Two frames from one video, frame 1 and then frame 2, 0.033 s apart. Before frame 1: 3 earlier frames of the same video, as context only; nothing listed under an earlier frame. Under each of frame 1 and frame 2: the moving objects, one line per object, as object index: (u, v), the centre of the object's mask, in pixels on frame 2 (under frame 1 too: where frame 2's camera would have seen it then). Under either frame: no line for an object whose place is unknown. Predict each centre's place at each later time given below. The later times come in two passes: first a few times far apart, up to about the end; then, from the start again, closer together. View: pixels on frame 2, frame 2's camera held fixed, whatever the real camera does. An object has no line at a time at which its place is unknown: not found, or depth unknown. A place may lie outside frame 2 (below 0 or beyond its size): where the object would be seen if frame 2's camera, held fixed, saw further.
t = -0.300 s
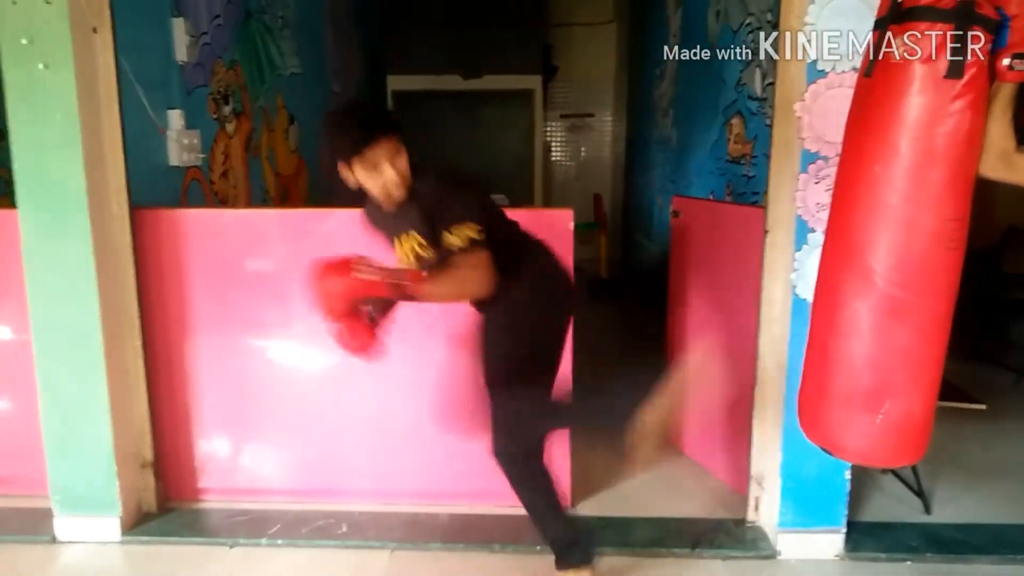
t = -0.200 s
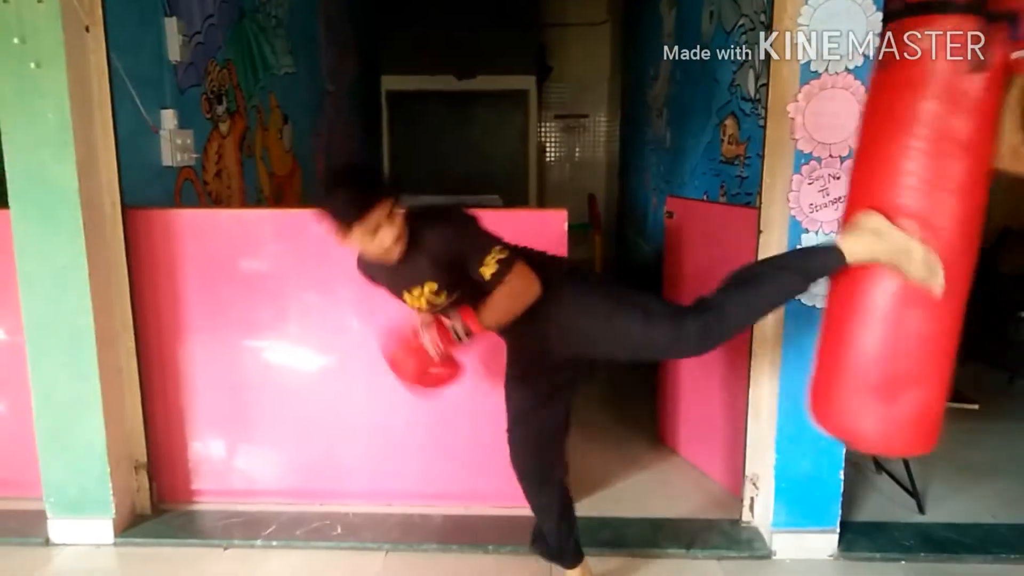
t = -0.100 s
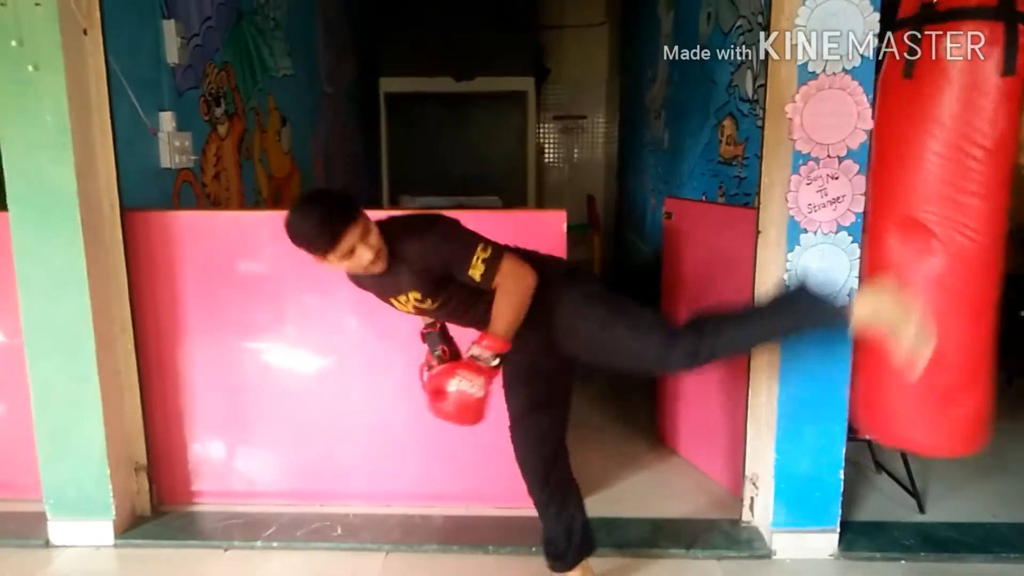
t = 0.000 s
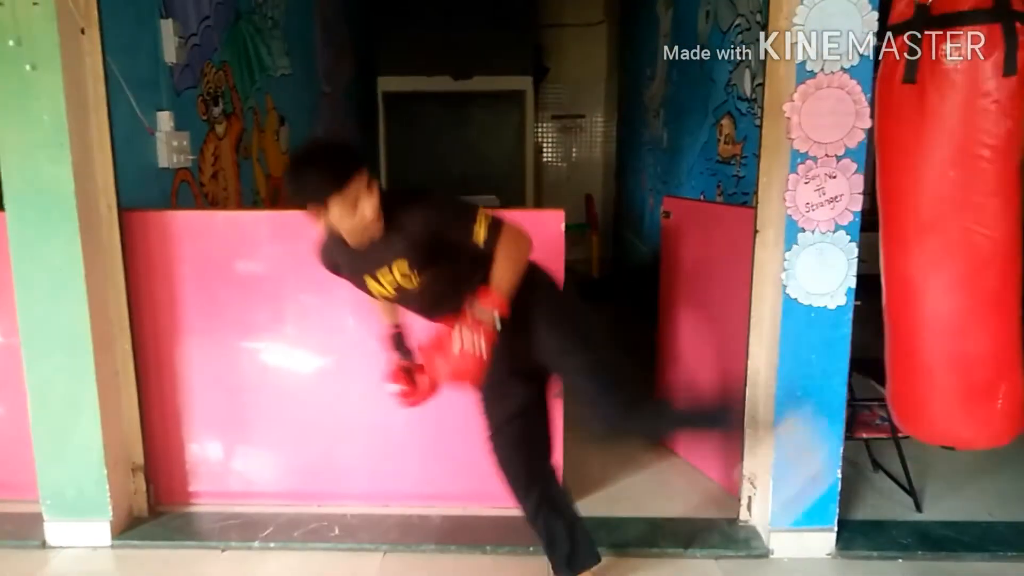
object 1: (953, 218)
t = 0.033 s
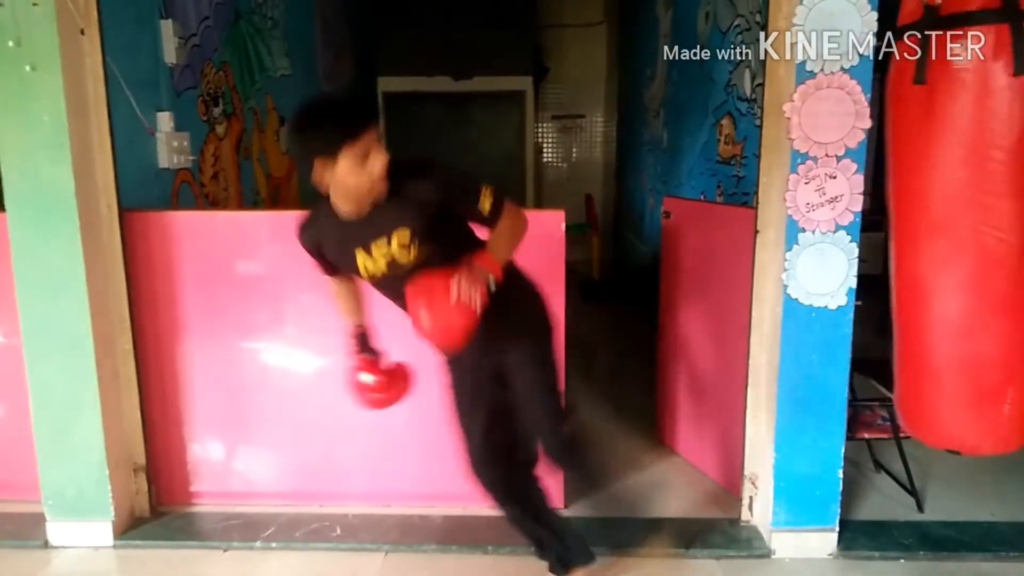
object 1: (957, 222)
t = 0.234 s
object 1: (956, 229)
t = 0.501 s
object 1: (921, 238)
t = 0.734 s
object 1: (891, 242)
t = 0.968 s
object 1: (883, 240)
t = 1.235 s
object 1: (879, 239)
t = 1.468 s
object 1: (884, 241)
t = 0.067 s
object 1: (959, 223)
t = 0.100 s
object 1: (960, 221)
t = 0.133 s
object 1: (960, 222)
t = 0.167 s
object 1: (958, 223)
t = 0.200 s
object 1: (957, 226)
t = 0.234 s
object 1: (956, 229)
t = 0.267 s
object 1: (954, 231)
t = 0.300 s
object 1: (948, 233)
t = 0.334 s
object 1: (943, 235)
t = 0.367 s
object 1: (939, 237)
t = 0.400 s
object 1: (935, 237)
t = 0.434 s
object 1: (931, 237)
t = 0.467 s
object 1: (927, 237)
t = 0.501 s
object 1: (921, 238)
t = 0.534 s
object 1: (915, 239)
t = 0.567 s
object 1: (907, 240)
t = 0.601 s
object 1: (904, 242)
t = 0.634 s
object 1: (902, 242)
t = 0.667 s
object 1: (898, 242)
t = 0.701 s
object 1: (895, 242)
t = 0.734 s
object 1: (891, 242)
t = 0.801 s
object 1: (884, 246)
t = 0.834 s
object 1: (880, 246)
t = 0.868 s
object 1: (877, 244)
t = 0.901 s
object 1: (878, 244)
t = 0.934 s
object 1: (882, 242)
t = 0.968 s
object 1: (883, 240)
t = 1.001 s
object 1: (879, 239)
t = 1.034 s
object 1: (877, 240)
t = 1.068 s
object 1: (878, 242)
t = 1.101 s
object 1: (880, 243)
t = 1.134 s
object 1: (880, 241)
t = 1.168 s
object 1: (878, 240)
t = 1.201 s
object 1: (878, 240)
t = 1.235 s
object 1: (879, 239)
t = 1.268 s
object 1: (881, 239)
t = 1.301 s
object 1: (882, 239)
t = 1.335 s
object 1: (881, 237)
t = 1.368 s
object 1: (883, 239)
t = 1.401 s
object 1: (883, 239)
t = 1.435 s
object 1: (883, 240)
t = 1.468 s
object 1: (884, 241)
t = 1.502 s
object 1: (885, 241)
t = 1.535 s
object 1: (885, 240)
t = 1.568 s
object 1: (886, 240)
